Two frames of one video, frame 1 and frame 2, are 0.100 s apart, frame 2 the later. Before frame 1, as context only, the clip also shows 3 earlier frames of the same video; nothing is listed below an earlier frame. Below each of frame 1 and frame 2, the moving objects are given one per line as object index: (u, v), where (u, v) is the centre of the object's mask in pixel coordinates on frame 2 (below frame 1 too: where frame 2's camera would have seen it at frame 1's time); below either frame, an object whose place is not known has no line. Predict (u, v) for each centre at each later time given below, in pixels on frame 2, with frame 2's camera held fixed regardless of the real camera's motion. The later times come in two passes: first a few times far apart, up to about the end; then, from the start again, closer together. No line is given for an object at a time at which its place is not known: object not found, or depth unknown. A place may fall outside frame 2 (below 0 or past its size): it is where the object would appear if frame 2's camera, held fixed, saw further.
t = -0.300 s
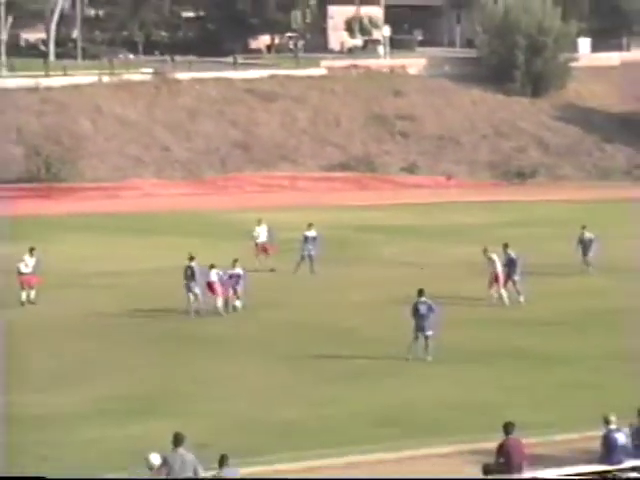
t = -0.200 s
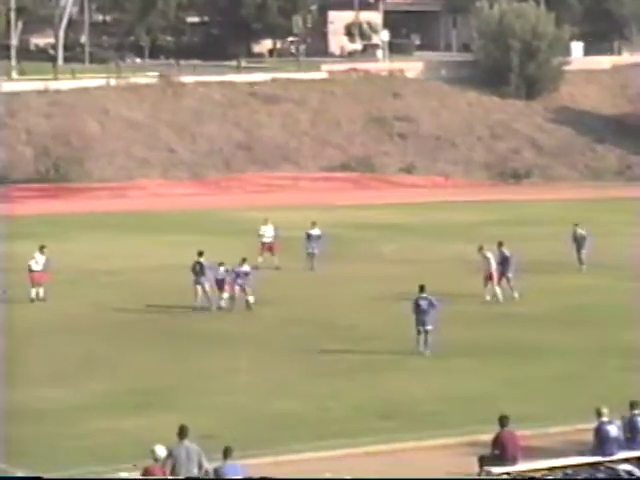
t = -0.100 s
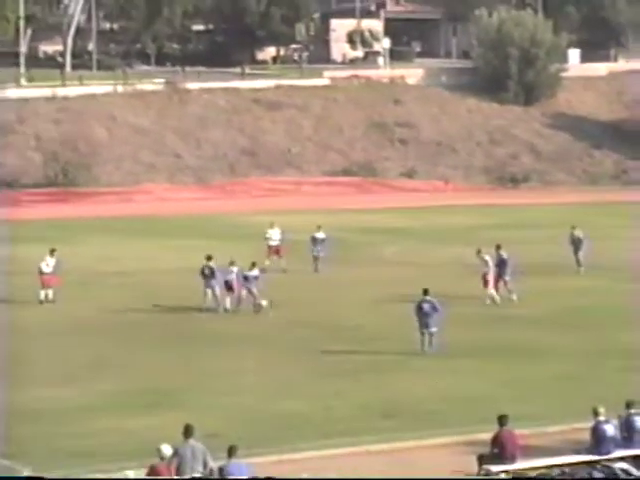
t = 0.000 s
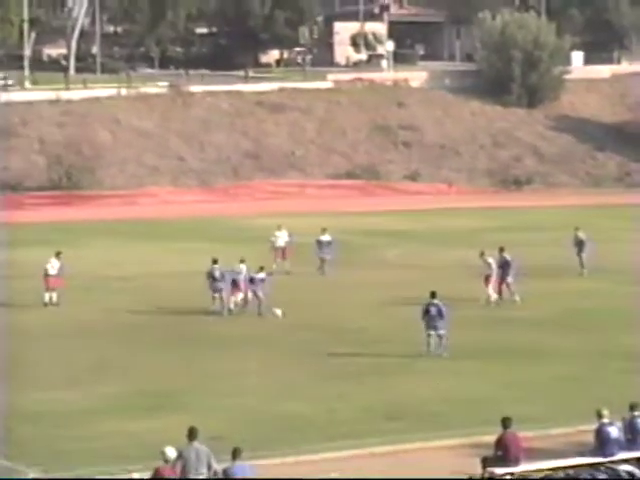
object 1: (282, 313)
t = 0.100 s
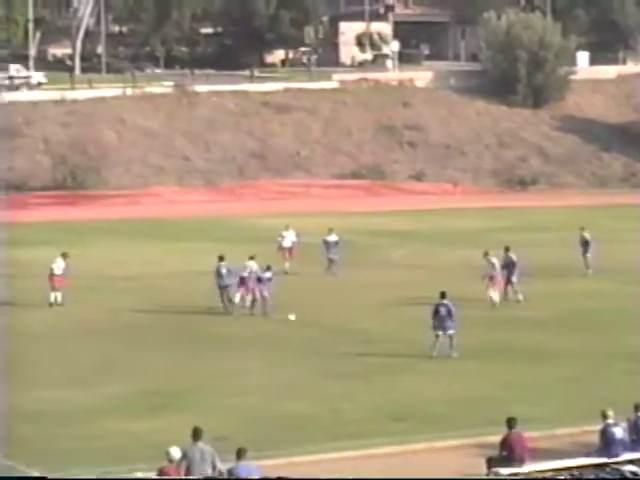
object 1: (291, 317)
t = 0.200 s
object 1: (297, 317)
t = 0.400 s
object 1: (315, 322)
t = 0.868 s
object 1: (350, 327)
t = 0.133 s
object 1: (294, 318)
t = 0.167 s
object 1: (297, 318)
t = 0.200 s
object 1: (297, 317)
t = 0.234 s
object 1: (302, 318)
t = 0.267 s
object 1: (305, 318)
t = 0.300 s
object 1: (307, 320)
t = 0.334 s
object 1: (310, 321)
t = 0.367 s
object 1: (313, 322)
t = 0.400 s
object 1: (315, 322)
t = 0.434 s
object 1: (317, 322)
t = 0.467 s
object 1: (319, 322)
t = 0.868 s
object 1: (350, 327)
